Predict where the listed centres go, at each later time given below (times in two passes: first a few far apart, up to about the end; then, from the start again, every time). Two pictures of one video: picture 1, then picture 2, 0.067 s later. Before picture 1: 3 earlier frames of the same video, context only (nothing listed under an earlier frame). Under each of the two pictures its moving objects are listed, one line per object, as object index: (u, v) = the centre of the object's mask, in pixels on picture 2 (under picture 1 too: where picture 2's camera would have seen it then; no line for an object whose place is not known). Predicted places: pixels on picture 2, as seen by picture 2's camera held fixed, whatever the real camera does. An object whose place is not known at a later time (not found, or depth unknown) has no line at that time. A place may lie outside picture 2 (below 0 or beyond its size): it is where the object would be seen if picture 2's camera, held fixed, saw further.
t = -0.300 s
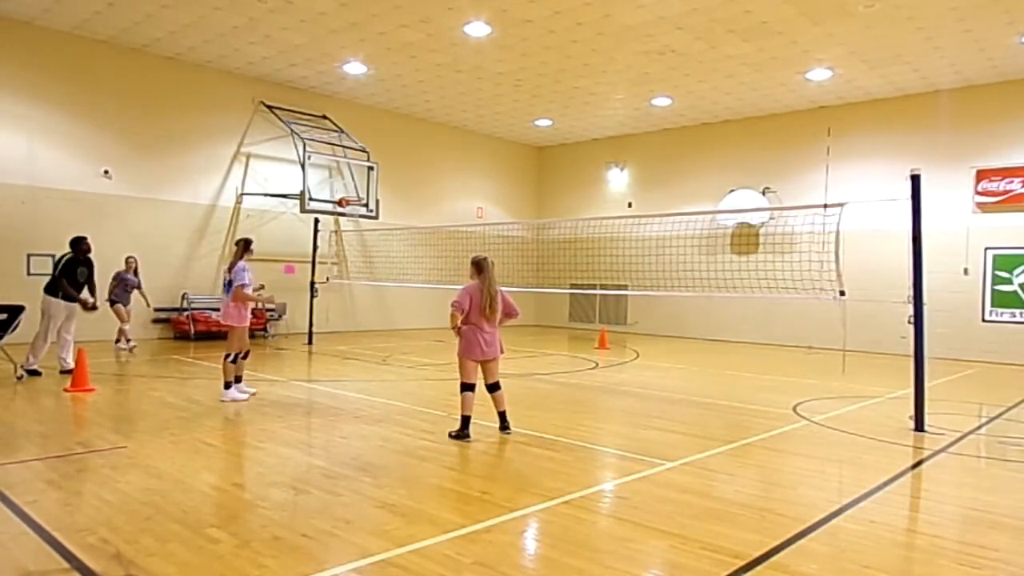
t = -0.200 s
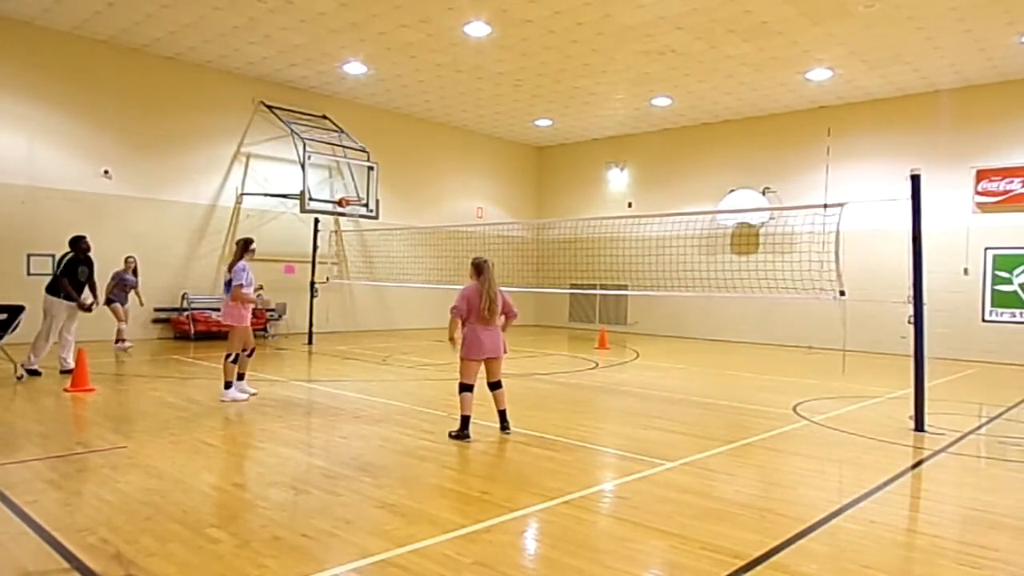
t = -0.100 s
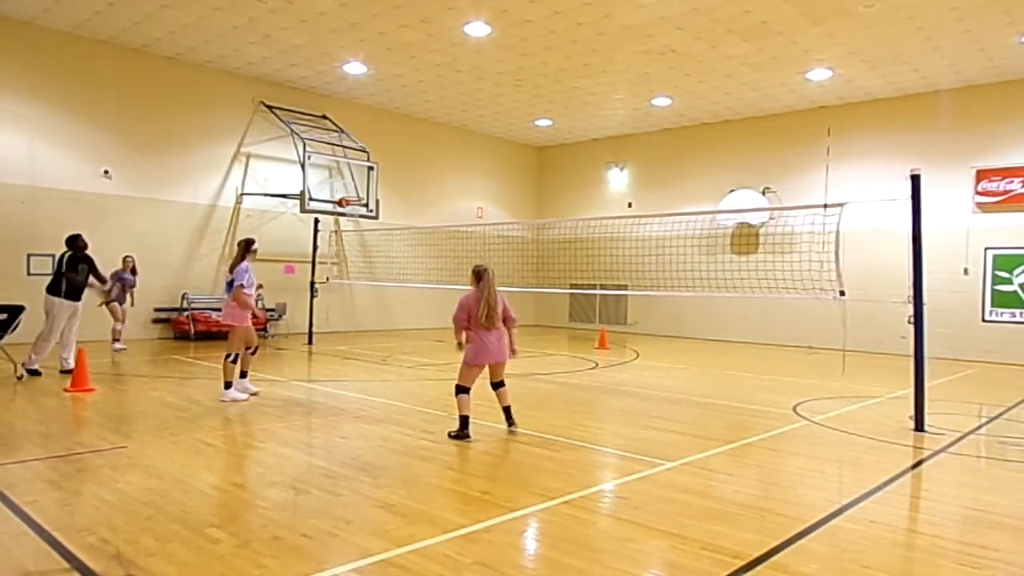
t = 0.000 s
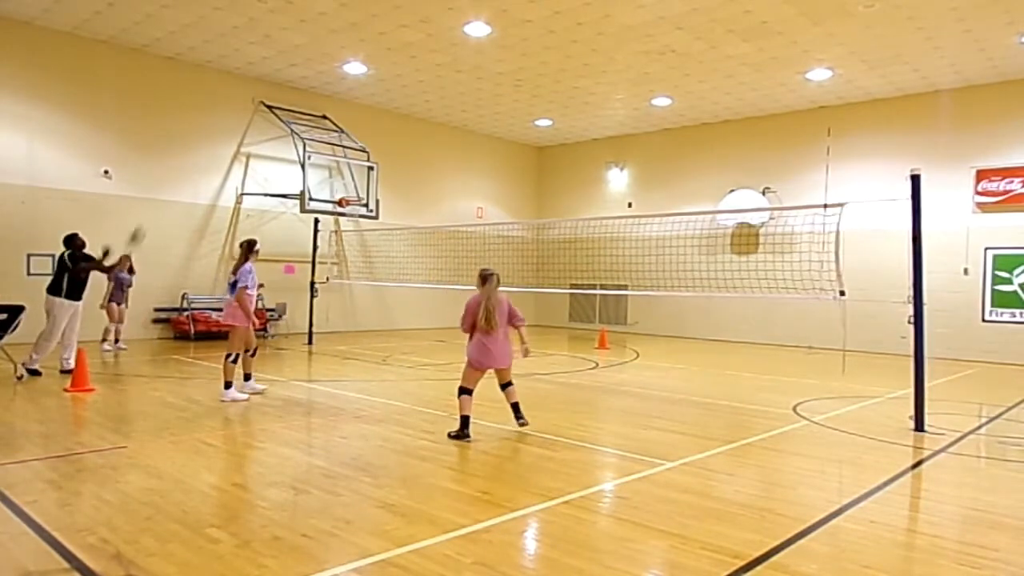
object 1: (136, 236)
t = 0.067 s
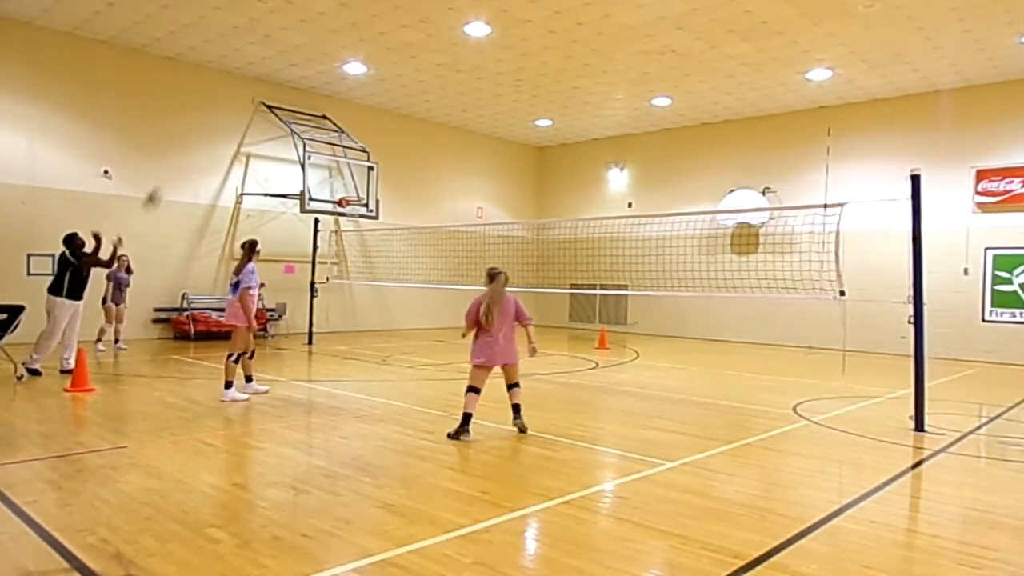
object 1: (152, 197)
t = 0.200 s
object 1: (184, 129)
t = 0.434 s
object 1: (242, 51)
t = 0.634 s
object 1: (290, 20)
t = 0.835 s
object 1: (334, 19)
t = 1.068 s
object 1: (384, 54)
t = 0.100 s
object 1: (161, 178)
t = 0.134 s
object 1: (169, 161)
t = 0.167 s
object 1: (176, 145)
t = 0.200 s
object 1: (184, 129)
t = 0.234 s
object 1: (193, 116)
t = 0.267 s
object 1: (200, 101)
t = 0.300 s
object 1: (208, 88)
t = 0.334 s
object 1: (216, 78)
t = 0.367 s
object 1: (225, 66)
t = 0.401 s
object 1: (233, 59)
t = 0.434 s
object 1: (242, 51)
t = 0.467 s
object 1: (249, 44)
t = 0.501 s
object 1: (257, 37)
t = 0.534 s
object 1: (266, 33)
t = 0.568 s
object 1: (275, 28)
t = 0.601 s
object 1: (282, 24)
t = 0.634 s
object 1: (290, 20)
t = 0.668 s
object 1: (297, 18)
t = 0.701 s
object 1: (304, 16)
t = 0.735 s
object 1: (312, 15)
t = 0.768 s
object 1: (319, 15)
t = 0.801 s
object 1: (327, 16)
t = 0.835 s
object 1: (334, 19)
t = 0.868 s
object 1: (341, 21)
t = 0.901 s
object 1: (349, 24)
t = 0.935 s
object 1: (356, 29)
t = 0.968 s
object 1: (363, 34)
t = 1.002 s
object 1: (370, 40)
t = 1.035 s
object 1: (377, 46)
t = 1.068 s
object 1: (384, 54)
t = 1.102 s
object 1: (390, 62)
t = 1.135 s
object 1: (397, 72)
